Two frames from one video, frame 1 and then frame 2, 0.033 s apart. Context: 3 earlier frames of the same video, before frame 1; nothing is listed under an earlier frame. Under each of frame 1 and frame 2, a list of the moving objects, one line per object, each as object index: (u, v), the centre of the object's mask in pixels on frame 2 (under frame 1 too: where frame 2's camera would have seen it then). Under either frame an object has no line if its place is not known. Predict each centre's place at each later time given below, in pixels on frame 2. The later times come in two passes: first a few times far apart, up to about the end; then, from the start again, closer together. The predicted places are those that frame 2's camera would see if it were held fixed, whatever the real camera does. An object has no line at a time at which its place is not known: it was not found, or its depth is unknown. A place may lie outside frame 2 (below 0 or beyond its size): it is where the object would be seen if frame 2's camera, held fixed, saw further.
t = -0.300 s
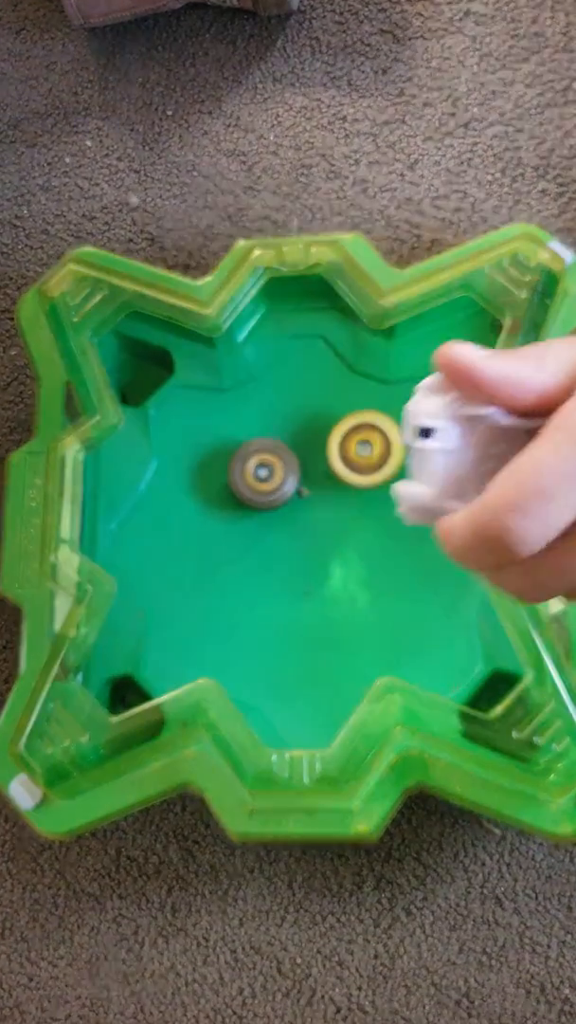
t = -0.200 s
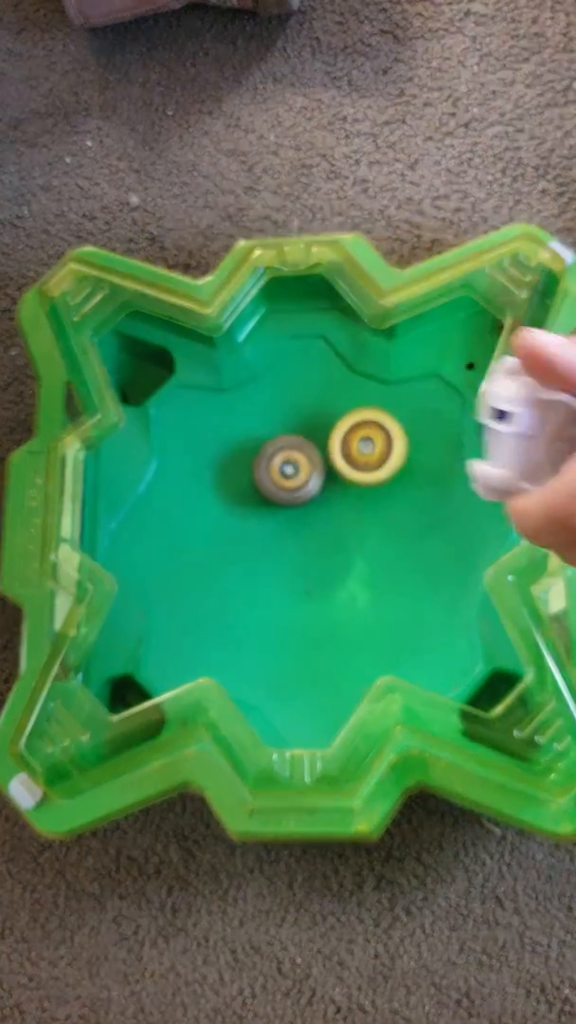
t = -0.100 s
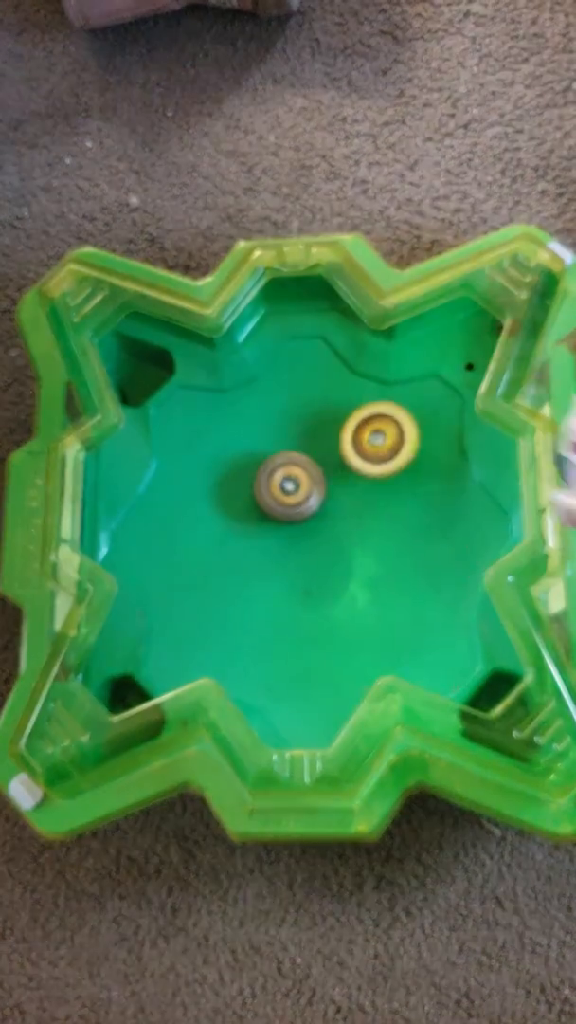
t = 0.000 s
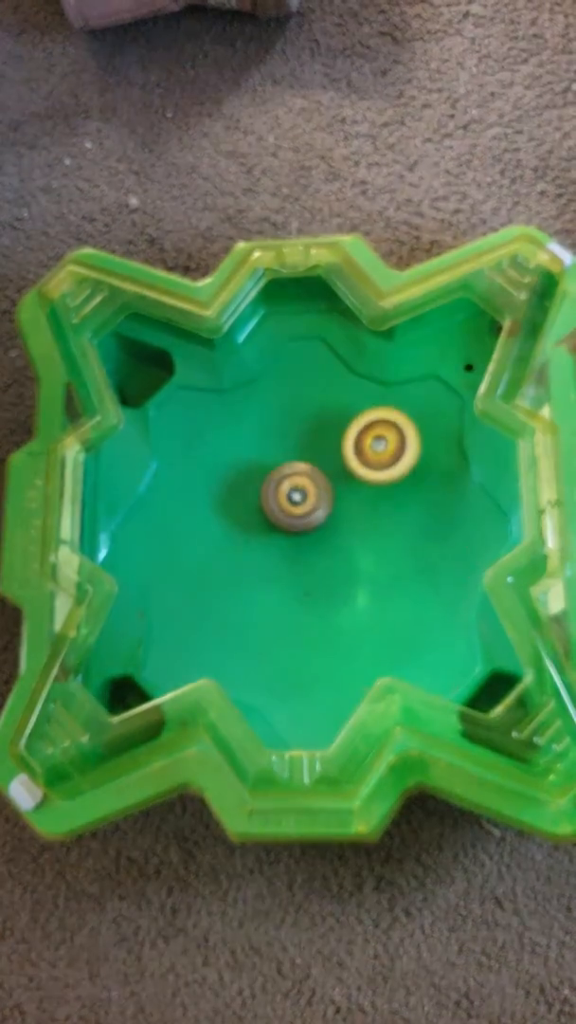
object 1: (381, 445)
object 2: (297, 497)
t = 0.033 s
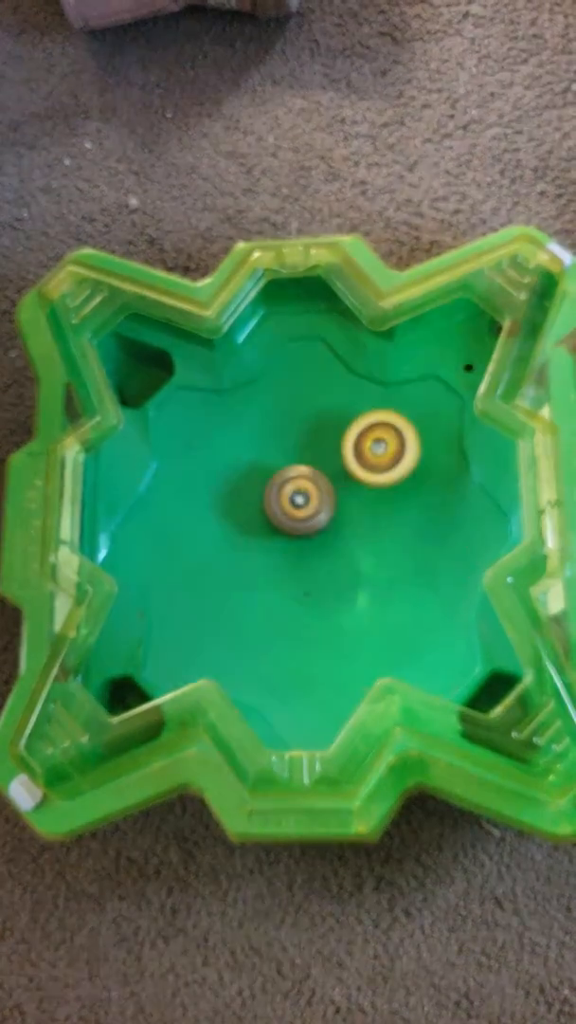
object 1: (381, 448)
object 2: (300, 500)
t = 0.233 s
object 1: (379, 460)
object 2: (317, 520)
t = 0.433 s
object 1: (375, 459)
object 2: (330, 545)
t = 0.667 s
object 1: (369, 462)
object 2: (341, 554)
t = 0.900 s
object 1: (359, 464)
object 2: (354, 550)
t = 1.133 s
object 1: (346, 451)
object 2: (364, 552)
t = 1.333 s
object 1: (343, 452)
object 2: (372, 532)
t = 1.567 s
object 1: (330, 454)
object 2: (394, 508)
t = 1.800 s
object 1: (322, 473)
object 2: (403, 487)
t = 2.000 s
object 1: (316, 499)
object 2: (400, 472)
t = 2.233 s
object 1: (319, 520)
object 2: (381, 458)
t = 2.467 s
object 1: (333, 528)
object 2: (361, 451)
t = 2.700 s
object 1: (351, 526)
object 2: (340, 448)
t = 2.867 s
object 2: (320, 442)
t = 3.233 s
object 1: (378, 514)
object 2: (309, 465)
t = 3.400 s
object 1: (406, 497)
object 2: (289, 480)
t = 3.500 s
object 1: (410, 489)
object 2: (287, 488)
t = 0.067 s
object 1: (380, 451)
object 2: (303, 503)
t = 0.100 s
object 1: (380, 453)
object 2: (306, 507)
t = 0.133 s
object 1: (380, 455)
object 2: (308, 510)
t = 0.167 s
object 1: (379, 457)
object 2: (312, 513)
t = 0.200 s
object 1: (379, 459)
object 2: (314, 516)
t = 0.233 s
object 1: (379, 460)
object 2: (317, 520)
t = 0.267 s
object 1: (378, 462)
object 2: (321, 523)
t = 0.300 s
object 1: (377, 463)
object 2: (323, 526)
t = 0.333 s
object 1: (376, 465)
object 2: (326, 529)
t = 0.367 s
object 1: (375, 465)
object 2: (329, 533)
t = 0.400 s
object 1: (375, 460)
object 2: (330, 540)
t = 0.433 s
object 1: (375, 459)
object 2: (330, 545)
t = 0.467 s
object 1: (374, 459)
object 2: (332, 549)
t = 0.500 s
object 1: (374, 459)
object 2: (334, 551)
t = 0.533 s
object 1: (373, 459)
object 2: (335, 553)
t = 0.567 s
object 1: (372, 460)
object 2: (337, 554)
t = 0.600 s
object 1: (371, 460)
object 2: (338, 554)
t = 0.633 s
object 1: (370, 461)
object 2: (340, 554)
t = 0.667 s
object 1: (369, 462)
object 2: (341, 554)
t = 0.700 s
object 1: (368, 463)
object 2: (342, 553)
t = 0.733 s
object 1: (367, 464)
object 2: (344, 552)
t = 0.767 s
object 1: (366, 465)
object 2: (345, 551)
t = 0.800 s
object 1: (364, 466)
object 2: (347, 550)
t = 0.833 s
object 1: (363, 467)
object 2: (349, 549)
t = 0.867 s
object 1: (362, 468)
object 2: (351, 548)
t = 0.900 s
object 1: (359, 464)
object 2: (354, 550)
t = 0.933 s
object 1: (357, 463)
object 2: (356, 551)
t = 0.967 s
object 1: (356, 464)
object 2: (359, 550)
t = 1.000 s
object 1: (355, 465)
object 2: (361, 548)
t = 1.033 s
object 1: (354, 466)
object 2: (361, 546)
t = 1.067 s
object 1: (351, 459)
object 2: (363, 550)
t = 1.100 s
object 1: (348, 454)
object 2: (364, 552)
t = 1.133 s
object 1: (346, 451)
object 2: (364, 552)
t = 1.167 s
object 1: (344, 450)
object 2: (365, 550)
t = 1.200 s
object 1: (344, 450)
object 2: (366, 548)
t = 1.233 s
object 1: (343, 450)
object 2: (367, 544)
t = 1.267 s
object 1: (343, 451)
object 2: (368, 541)
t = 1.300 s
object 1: (343, 451)
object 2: (370, 537)
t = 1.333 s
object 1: (343, 452)
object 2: (372, 532)
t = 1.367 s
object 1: (343, 453)
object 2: (375, 527)
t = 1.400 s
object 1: (340, 451)
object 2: (379, 524)
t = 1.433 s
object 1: (337, 451)
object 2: (383, 521)
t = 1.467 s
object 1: (335, 451)
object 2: (387, 518)
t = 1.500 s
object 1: (333, 452)
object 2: (389, 515)
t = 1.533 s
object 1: (332, 453)
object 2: (392, 511)
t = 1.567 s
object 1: (330, 454)
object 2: (394, 508)
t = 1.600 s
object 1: (329, 456)
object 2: (397, 505)
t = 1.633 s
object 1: (328, 457)
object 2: (398, 502)
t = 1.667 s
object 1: (326, 460)
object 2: (400, 498)
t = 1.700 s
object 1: (325, 462)
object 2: (401, 495)
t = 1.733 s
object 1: (324, 465)
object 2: (402, 493)
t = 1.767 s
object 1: (323, 470)
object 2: (402, 490)
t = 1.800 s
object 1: (322, 473)
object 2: (403, 487)
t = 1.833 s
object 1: (320, 478)
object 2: (403, 484)
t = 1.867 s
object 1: (319, 482)
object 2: (403, 482)
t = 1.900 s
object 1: (319, 486)
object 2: (403, 479)
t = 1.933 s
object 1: (317, 491)
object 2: (402, 476)
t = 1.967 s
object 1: (317, 495)
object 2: (401, 474)
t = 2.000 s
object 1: (316, 499)
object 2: (400, 472)
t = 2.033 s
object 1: (315, 503)
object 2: (398, 470)
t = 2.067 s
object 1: (316, 506)
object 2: (396, 468)
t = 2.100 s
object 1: (316, 510)
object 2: (393, 465)
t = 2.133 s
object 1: (317, 513)
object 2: (390, 463)
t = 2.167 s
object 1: (318, 515)
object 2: (388, 462)
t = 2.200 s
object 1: (318, 518)
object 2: (385, 460)
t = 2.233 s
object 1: (319, 520)
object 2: (381, 458)
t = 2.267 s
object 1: (321, 522)
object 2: (378, 457)
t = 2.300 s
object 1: (322, 523)
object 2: (376, 456)
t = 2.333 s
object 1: (324, 524)
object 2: (373, 455)
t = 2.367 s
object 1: (326, 525)
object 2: (370, 453)
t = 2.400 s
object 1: (327, 527)
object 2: (367, 452)
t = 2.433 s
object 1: (330, 528)
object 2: (364, 451)
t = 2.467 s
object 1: (333, 528)
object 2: (361, 451)
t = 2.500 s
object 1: (335, 529)
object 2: (358, 450)
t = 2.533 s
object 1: (337, 529)
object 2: (355, 450)
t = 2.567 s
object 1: (340, 529)
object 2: (352, 449)
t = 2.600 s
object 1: (342, 528)
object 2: (349, 449)
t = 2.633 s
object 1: (346, 528)
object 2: (347, 449)
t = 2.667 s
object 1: (349, 527)
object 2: (343, 448)
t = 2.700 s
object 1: (351, 526)
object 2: (340, 448)
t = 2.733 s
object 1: (354, 525)
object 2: (337, 448)
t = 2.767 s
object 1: (357, 524)
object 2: (333, 449)
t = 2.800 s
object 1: (363, 528)
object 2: (327, 444)
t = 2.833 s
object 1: (367, 529)
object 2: (323, 442)
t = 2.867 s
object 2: (320, 442)
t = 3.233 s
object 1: (378, 514)
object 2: (309, 465)
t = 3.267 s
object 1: (378, 510)
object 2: (309, 468)
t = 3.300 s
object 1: (384, 507)
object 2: (305, 472)
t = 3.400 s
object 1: (406, 497)
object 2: (289, 480)
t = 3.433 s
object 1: (408, 495)
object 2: (288, 483)
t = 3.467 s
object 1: (409, 492)
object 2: (287, 485)
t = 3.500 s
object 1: (410, 489)
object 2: (287, 488)
